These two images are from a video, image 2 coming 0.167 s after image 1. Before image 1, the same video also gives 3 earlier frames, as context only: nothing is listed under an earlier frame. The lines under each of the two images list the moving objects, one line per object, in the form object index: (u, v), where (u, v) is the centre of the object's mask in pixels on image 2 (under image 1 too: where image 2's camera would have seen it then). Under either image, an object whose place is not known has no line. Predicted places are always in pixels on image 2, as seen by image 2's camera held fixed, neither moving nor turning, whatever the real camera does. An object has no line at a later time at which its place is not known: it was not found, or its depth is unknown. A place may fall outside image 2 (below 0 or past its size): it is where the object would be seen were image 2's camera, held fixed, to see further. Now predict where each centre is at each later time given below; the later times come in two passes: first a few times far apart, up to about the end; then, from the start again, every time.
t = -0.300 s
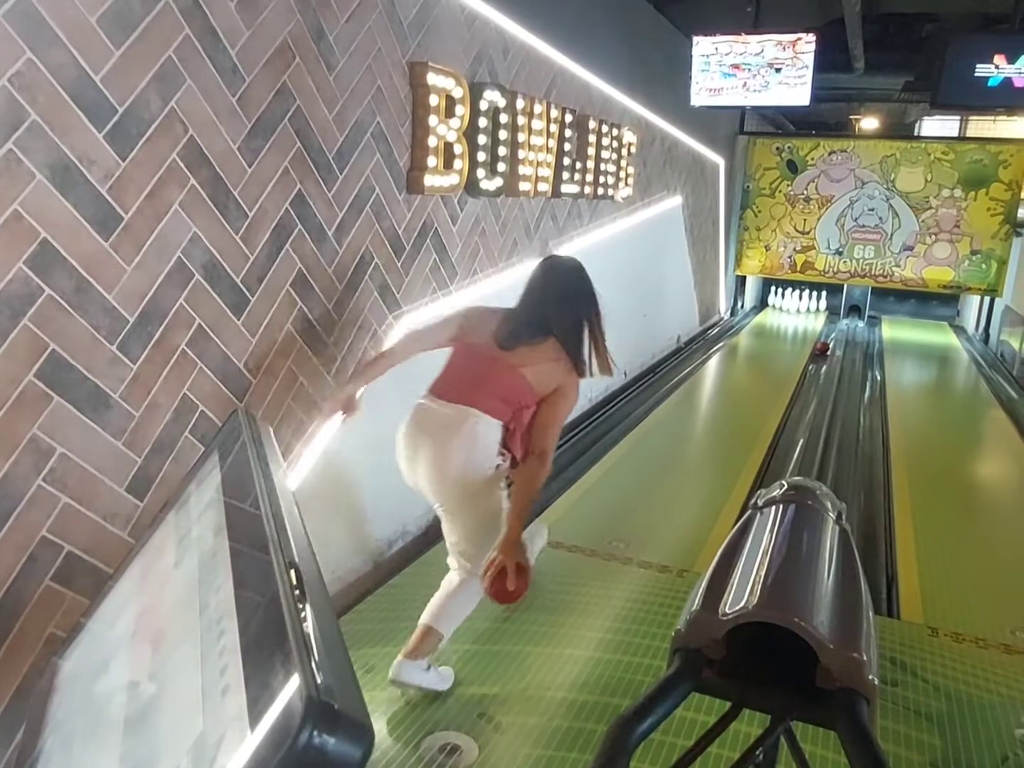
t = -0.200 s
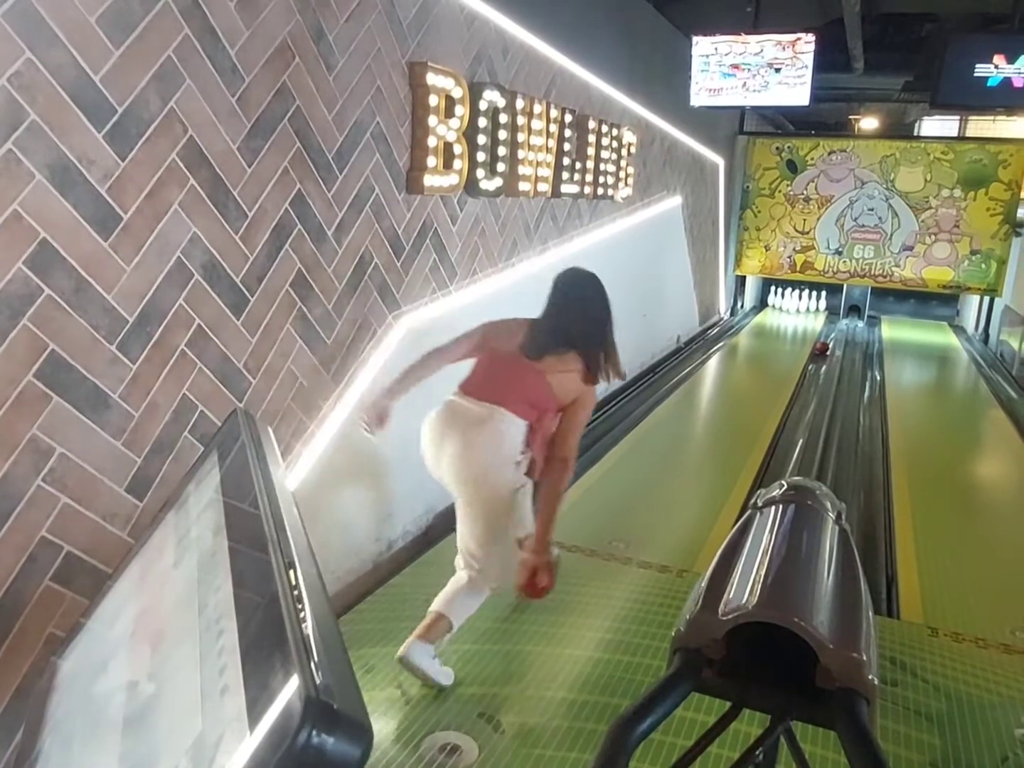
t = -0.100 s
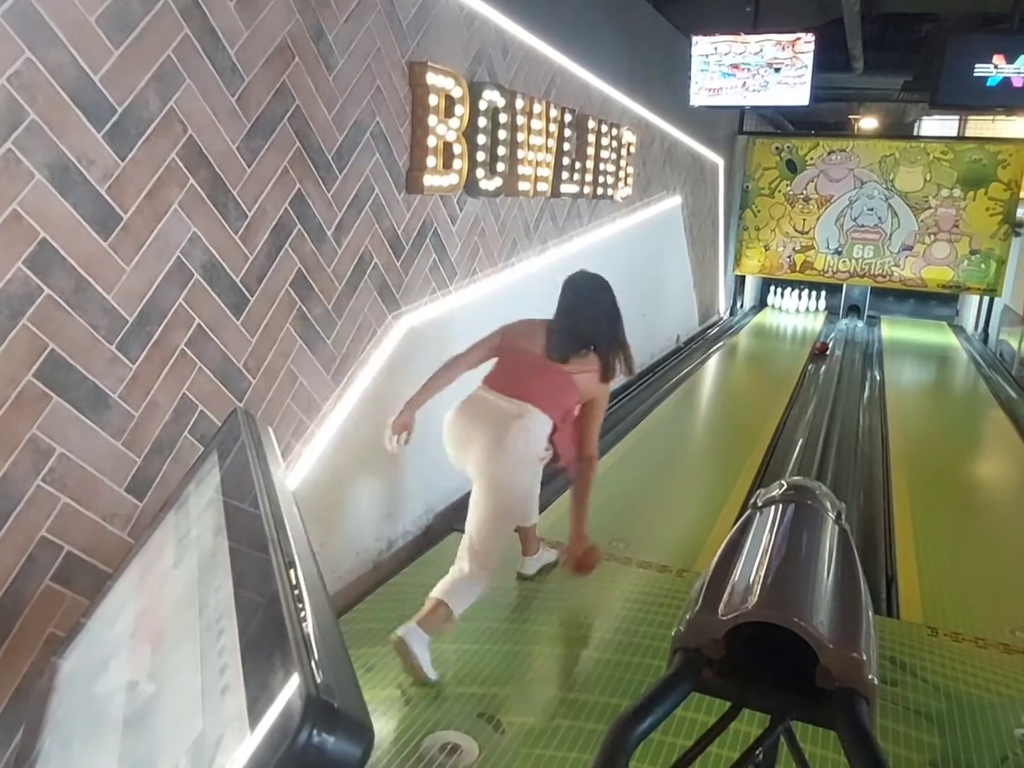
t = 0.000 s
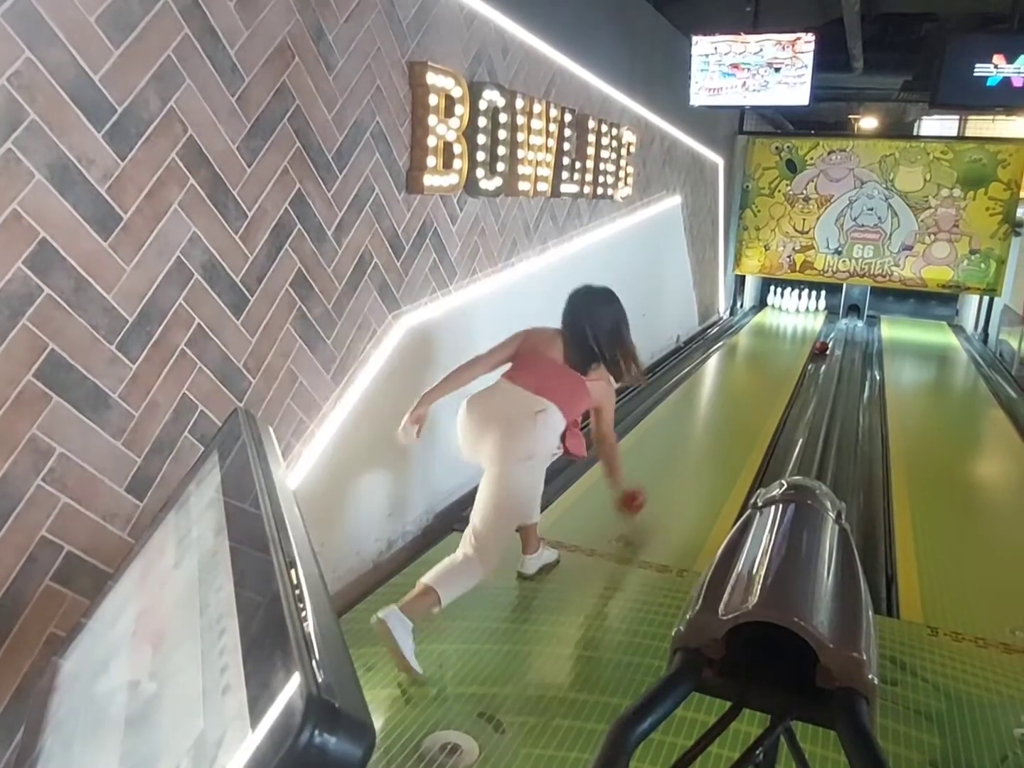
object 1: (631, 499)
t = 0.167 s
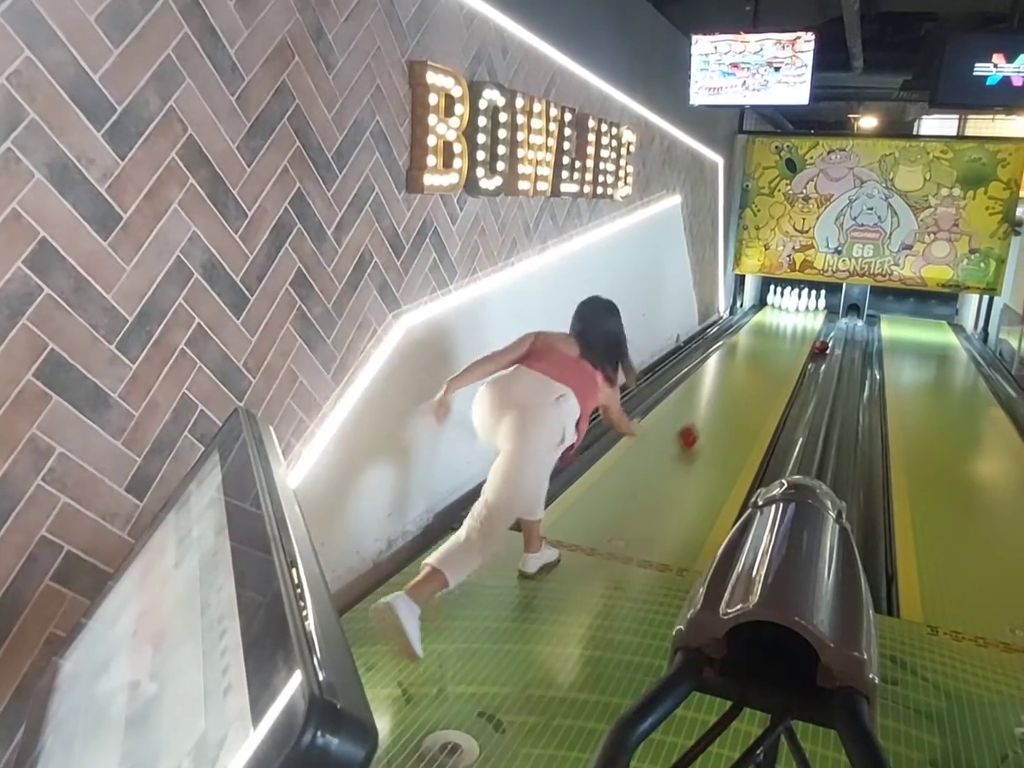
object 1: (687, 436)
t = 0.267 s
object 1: (711, 408)
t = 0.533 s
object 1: (749, 361)
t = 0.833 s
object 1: (775, 331)
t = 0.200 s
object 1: (696, 426)
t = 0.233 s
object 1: (704, 416)
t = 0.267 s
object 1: (711, 408)
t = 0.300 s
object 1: (717, 400)
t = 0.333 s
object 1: (722, 393)
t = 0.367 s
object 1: (728, 387)
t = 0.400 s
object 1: (732, 381)
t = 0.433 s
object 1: (737, 375)
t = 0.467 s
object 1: (742, 369)
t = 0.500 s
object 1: (745, 365)
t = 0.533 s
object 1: (749, 361)
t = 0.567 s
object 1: (753, 356)
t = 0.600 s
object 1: (756, 352)
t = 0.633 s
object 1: (759, 349)
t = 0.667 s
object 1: (763, 345)
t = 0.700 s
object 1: (766, 341)
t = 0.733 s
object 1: (768, 339)
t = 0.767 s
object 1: (772, 336)
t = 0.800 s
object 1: (774, 333)
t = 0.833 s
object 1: (775, 331)
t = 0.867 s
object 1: (778, 327)
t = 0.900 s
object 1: (780, 325)
